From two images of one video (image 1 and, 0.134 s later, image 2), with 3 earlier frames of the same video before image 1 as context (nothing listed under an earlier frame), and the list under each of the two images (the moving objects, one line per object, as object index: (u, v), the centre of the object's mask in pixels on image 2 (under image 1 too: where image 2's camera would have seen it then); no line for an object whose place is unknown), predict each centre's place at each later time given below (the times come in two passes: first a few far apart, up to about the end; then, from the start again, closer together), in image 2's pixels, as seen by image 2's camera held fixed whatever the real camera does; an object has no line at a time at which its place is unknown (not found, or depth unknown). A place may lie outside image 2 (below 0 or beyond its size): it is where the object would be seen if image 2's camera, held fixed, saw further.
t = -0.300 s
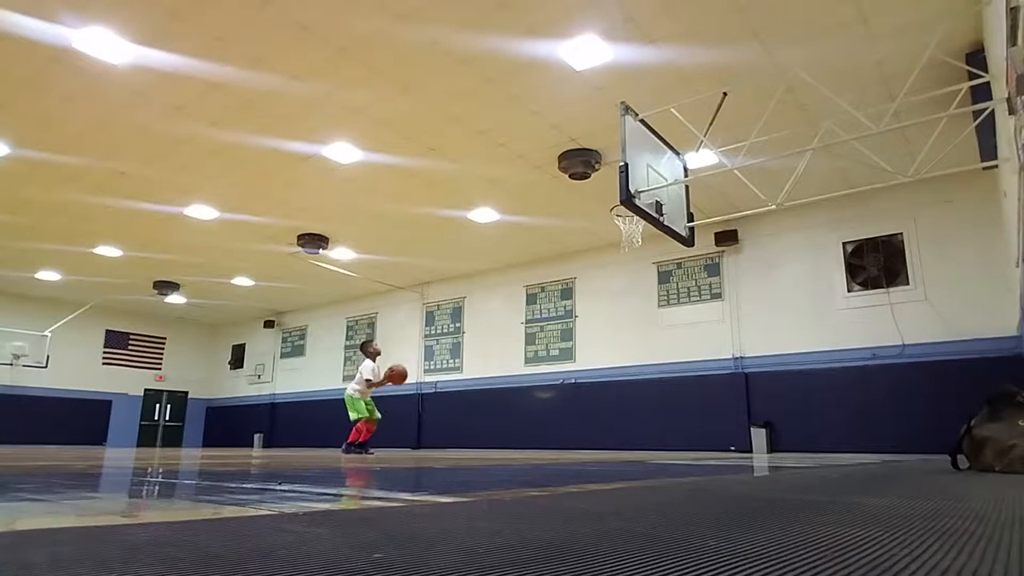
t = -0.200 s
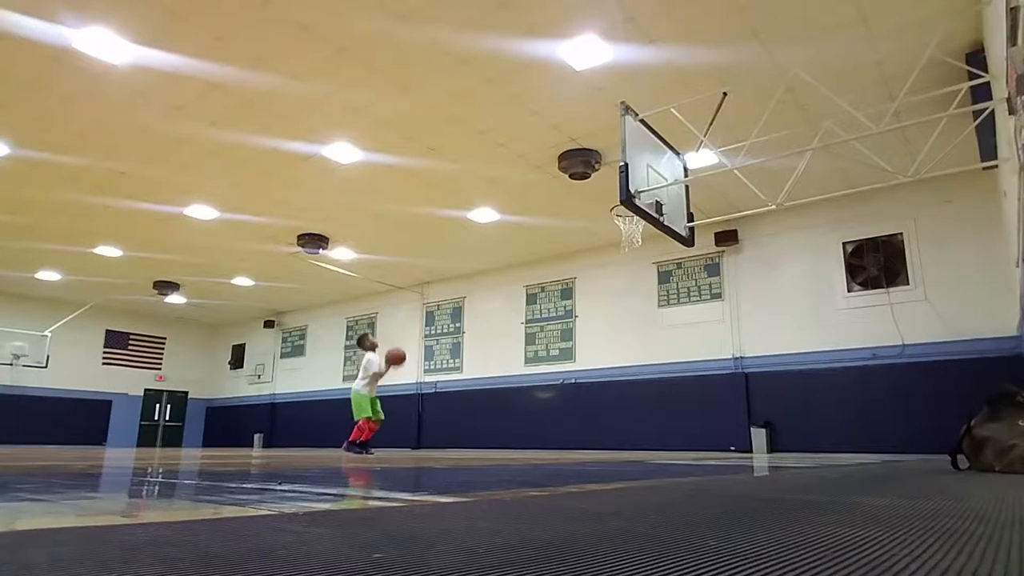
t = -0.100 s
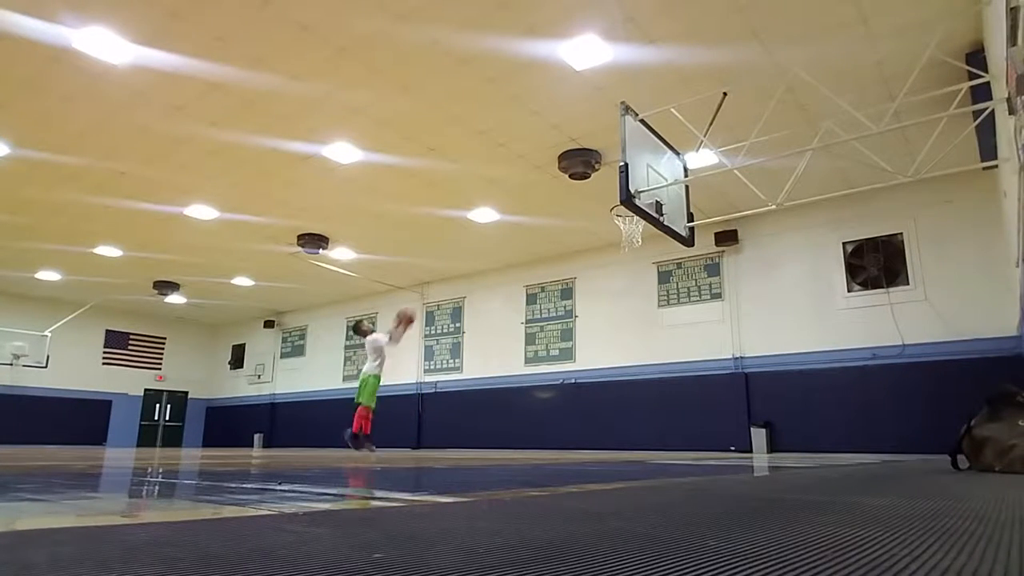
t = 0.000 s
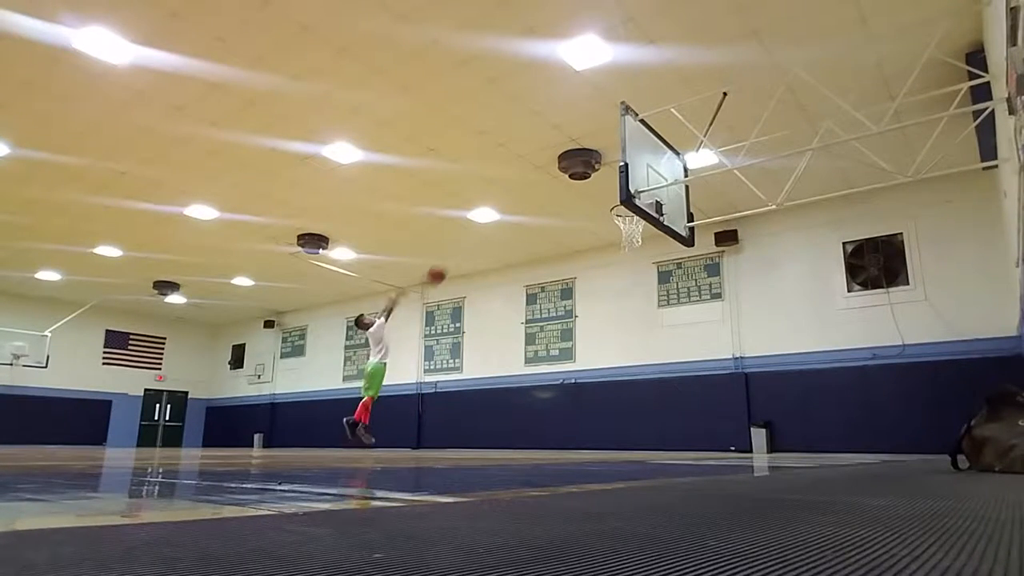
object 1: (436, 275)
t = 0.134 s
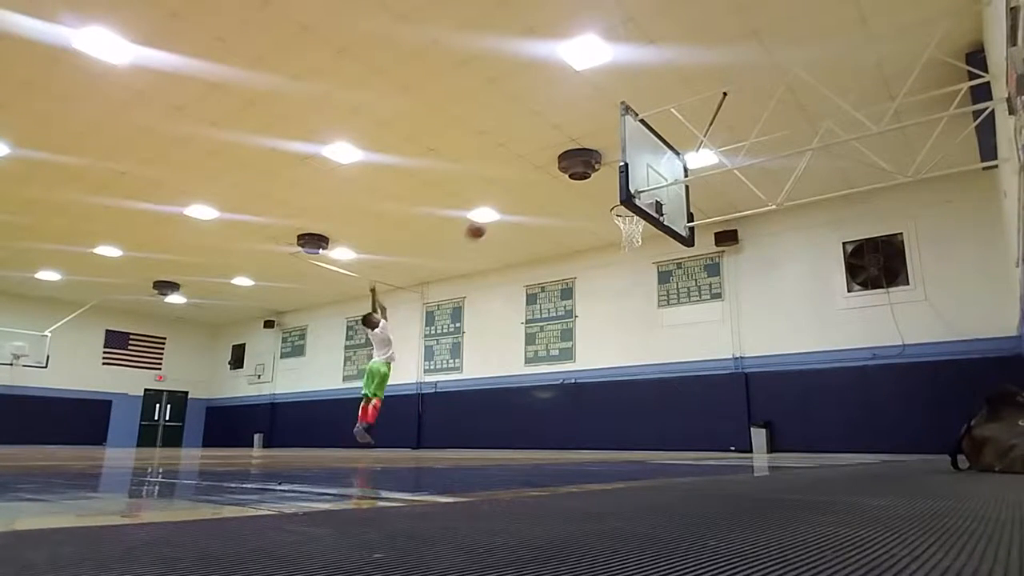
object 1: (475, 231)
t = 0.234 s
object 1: (504, 207)
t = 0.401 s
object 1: (545, 187)
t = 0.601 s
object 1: (595, 190)
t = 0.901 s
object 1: (636, 222)
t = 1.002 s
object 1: (632, 222)
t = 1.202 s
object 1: (623, 237)
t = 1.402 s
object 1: (614, 285)
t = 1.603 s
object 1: (606, 365)
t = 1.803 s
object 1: (599, 423)
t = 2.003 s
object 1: (594, 359)
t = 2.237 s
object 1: (589, 327)
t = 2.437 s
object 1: (585, 332)
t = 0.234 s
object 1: (504, 207)
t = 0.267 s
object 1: (512, 202)
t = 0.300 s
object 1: (521, 197)
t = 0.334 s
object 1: (529, 193)
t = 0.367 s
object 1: (537, 190)
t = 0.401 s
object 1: (545, 187)
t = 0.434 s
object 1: (554, 186)
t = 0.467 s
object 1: (562, 185)
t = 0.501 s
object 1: (570, 185)
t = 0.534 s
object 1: (579, 186)
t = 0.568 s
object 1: (587, 188)
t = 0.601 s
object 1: (595, 190)
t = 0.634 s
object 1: (603, 193)
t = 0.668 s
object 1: (610, 198)
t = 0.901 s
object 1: (636, 222)
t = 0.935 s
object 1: (635, 222)
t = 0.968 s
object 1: (633, 222)
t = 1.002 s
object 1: (632, 222)
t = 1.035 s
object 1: (631, 225)
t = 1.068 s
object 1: (629, 225)
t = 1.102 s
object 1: (628, 227)
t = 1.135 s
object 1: (626, 229)
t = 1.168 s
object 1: (624, 232)
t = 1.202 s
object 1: (623, 237)
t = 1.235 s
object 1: (621, 243)
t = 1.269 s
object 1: (620, 250)
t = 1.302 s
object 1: (618, 257)
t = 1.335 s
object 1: (617, 265)
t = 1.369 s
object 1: (615, 275)
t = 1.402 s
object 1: (614, 285)
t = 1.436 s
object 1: (613, 296)
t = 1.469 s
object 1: (612, 308)
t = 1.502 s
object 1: (610, 320)
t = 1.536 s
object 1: (609, 334)
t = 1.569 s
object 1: (608, 350)
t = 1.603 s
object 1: (606, 365)
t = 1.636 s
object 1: (605, 385)
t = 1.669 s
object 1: (604, 399)
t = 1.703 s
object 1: (603, 418)
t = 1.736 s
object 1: (601, 438)
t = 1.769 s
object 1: (600, 437)
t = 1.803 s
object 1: (599, 423)
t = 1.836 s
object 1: (598, 411)
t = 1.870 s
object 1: (598, 397)
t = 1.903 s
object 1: (596, 388)
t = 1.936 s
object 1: (596, 378)
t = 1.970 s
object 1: (595, 367)
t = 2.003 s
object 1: (594, 359)
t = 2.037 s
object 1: (593, 352)
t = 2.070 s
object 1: (592, 346)
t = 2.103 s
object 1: (592, 340)
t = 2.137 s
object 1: (591, 335)
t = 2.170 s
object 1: (590, 332)
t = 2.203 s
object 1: (590, 329)
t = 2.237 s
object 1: (589, 327)
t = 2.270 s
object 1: (588, 326)
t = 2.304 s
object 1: (588, 325)
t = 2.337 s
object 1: (587, 326)
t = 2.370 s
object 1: (587, 327)
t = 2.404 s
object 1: (586, 329)
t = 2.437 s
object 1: (585, 332)
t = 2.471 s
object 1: (585, 336)
